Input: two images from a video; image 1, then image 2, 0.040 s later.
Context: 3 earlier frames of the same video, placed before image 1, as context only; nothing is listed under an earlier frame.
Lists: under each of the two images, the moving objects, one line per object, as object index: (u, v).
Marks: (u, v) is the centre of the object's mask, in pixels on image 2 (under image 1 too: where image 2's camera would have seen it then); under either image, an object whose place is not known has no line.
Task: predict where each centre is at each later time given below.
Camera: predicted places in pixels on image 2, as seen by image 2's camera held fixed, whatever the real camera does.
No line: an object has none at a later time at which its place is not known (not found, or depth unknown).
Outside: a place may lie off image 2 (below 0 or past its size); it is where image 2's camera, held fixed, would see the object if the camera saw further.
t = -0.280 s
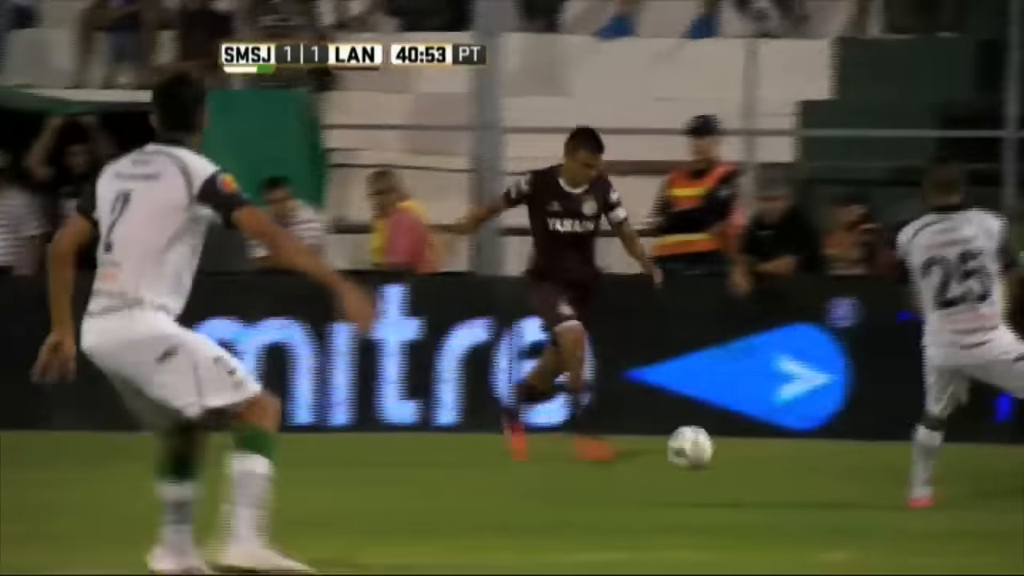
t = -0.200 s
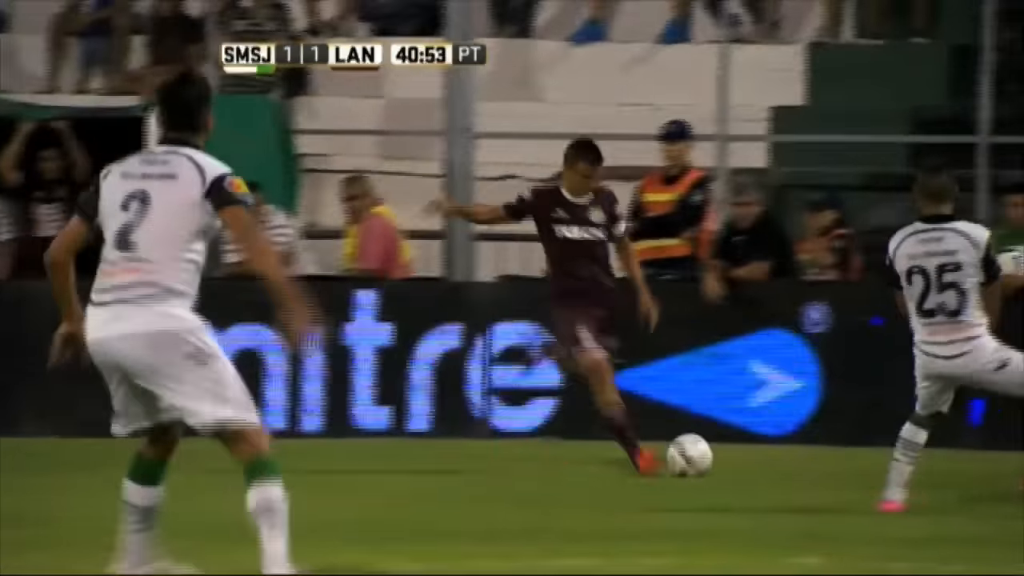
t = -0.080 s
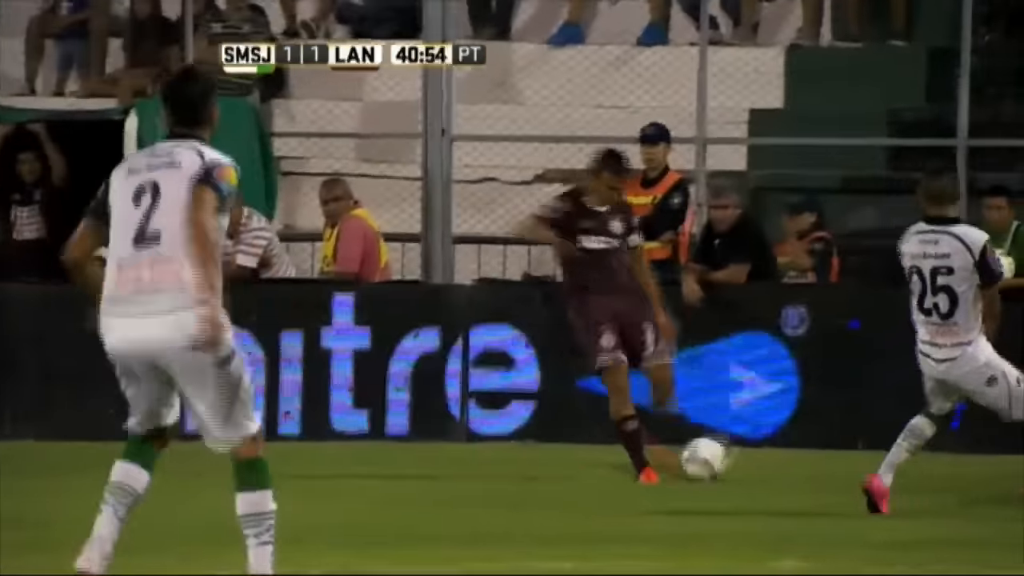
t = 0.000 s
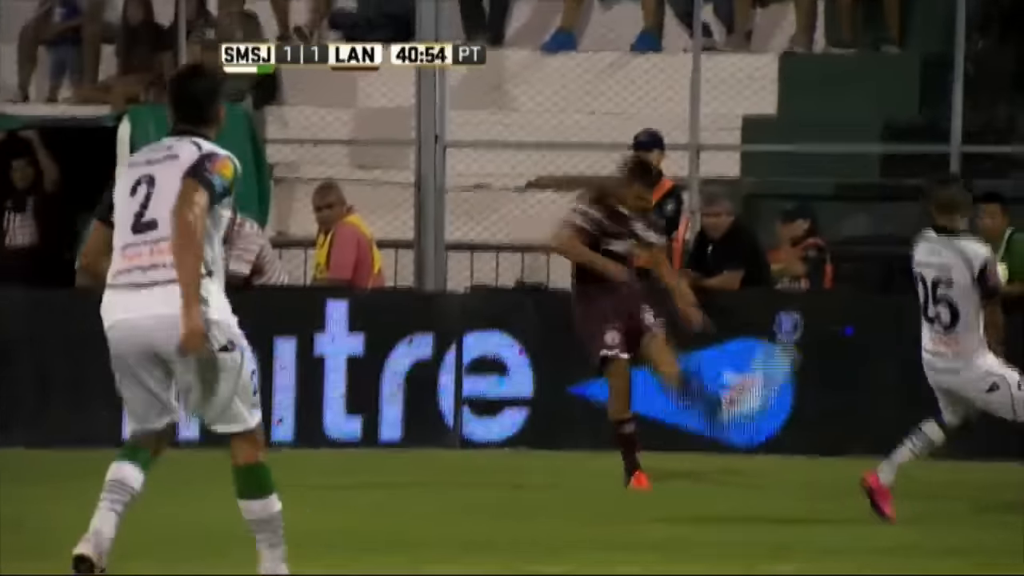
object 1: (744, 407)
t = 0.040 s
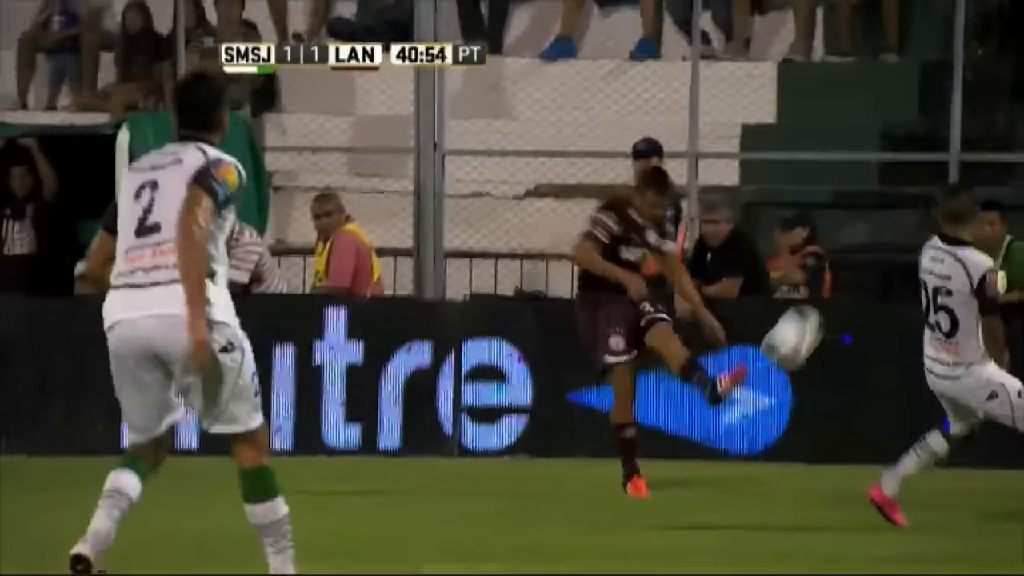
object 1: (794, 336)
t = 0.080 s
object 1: (824, 286)
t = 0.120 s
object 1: (854, 238)
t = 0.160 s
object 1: (887, 185)
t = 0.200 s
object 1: (912, 140)
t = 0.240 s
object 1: (938, 93)
